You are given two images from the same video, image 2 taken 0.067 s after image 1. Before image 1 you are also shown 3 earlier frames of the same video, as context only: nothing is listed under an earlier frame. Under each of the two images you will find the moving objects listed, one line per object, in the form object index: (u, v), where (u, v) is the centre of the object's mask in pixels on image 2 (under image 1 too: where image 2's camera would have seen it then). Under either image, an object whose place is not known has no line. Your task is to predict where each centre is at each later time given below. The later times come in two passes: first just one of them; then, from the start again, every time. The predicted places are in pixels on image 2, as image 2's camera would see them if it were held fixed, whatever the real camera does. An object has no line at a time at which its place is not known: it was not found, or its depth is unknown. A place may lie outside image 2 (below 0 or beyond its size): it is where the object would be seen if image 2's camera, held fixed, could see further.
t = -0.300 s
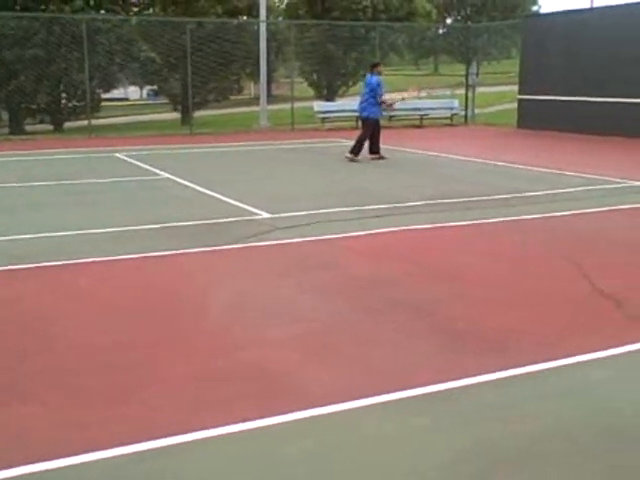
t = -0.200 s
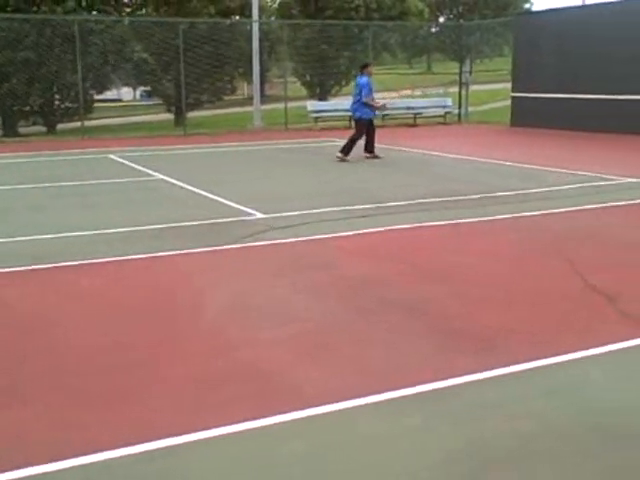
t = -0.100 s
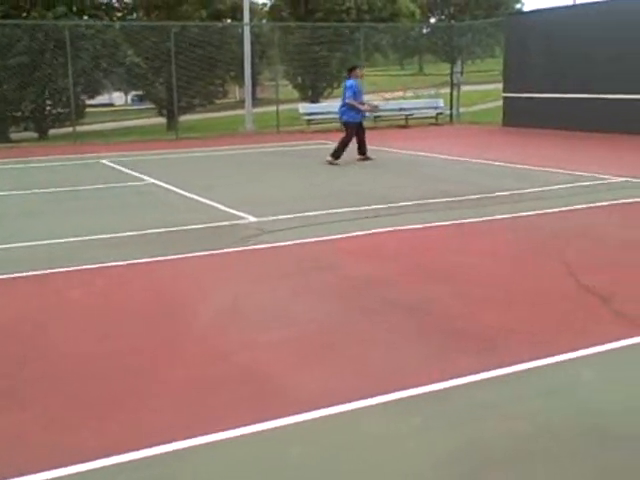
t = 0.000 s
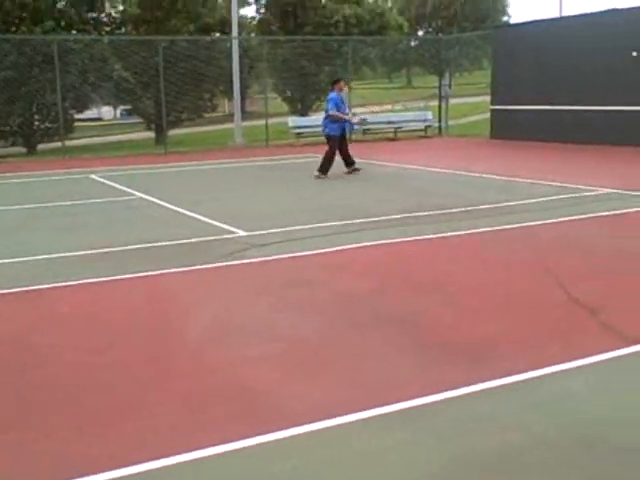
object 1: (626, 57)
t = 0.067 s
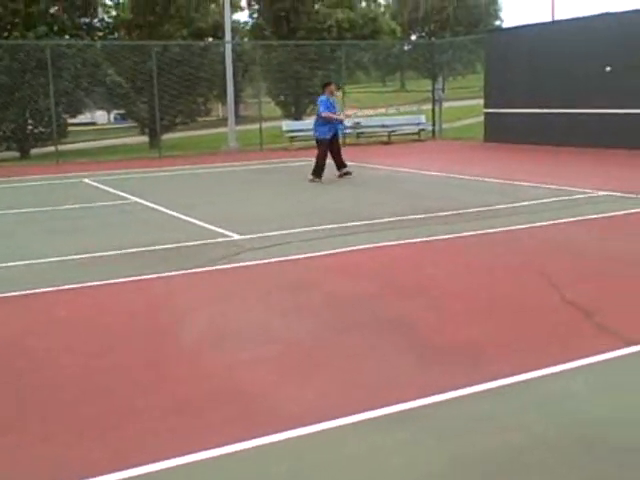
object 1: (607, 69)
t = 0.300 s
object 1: (540, 132)
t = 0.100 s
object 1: (598, 75)
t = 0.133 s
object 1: (588, 83)
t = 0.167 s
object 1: (578, 92)
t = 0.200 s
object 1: (569, 100)
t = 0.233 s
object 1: (560, 110)
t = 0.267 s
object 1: (549, 120)
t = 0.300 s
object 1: (540, 132)
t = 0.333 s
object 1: (530, 144)
